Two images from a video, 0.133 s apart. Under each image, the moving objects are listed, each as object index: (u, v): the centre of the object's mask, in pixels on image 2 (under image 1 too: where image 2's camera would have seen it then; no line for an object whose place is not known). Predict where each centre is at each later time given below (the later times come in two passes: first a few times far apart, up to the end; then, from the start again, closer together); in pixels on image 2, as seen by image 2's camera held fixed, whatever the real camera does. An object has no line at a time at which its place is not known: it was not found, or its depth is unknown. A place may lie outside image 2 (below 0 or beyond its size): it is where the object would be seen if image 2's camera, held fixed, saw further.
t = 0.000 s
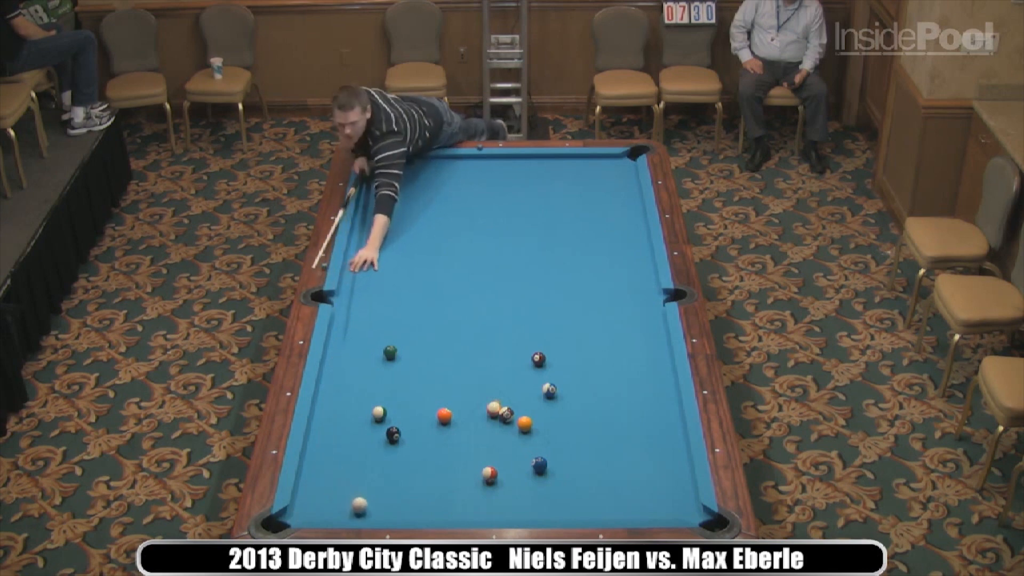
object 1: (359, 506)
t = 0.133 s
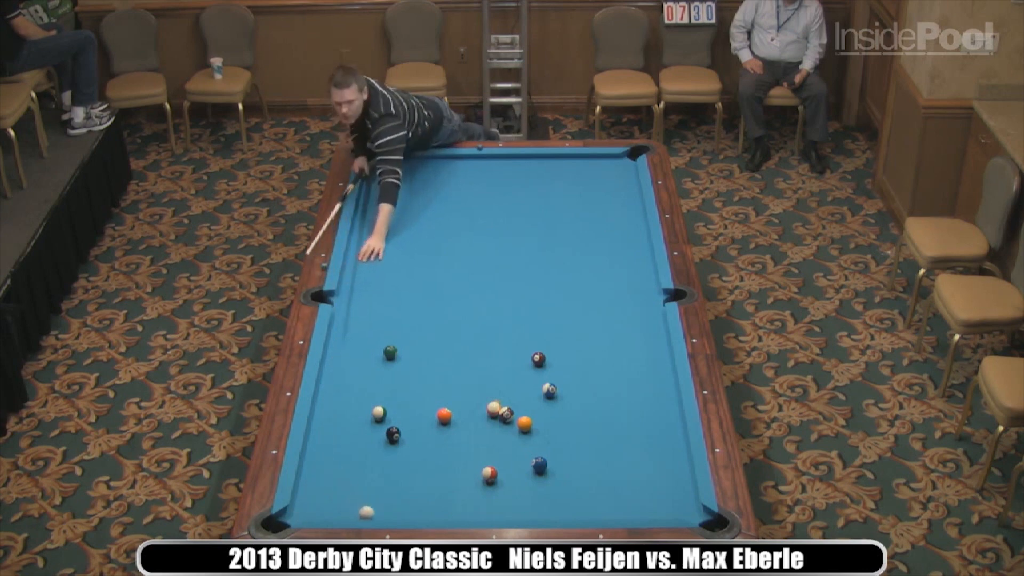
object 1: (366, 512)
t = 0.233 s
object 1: (370, 512)
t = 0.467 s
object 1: (377, 507)
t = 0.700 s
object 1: (383, 501)
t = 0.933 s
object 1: (389, 494)
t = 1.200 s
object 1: (394, 488)
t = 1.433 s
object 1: (398, 484)
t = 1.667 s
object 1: (401, 481)
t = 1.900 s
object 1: (403, 478)
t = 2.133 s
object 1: (405, 475)
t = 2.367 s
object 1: (406, 474)
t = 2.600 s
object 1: (407, 473)
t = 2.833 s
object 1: (407, 473)
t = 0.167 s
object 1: (368, 513)
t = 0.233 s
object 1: (370, 512)
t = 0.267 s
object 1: (371, 511)
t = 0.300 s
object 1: (372, 511)
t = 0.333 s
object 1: (373, 510)
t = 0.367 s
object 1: (374, 510)
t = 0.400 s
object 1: (375, 509)
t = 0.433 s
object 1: (376, 508)
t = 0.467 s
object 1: (377, 507)
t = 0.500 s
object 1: (378, 507)
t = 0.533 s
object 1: (378, 506)
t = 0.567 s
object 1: (379, 504)
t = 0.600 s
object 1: (380, 503)
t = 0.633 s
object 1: (381, 502)
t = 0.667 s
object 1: (382, 501)
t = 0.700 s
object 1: (383, 501)
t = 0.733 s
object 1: (384, 500)
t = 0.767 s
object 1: (385, 499)
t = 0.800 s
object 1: (386, 498)
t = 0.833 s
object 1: (387, 497)
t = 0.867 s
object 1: (387, 496)
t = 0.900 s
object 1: (388, 495)
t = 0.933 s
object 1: (389, 494)
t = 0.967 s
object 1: (389, 493)
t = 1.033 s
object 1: (390, 492)
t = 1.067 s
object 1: (392, 491)
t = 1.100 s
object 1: (392, 490)
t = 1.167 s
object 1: (394, 489)
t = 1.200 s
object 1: (394, 488)
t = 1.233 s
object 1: (395, 488)
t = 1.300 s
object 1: (396, 486)
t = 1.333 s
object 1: (397, 485)
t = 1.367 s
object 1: (397, 485)
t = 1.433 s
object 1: (398, 484)
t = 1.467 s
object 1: (399, 483)
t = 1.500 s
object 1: (399, 483)
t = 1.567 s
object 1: (400, 482)
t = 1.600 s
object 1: (400, 481)
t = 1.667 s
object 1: (401, 481)
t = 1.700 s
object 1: (401, 480)
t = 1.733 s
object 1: (401, 480)
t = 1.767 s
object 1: (402, 479)
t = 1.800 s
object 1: (402, 479)
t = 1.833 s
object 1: (403, 478)
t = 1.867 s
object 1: (403, 478)
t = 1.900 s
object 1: (403, 478)
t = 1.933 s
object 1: (404, 477)
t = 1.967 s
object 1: (404, 477)
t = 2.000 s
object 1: (404, 477)
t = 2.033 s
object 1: (404, 476)
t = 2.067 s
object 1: (404, 476)
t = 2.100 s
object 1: (405, 476)
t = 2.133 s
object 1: (405, 475)
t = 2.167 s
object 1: (405, 475)
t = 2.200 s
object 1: (405, 475)
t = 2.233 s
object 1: (406, 475)
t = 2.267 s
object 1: (406, 475)
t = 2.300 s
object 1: (406, 474)
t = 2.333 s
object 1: (406, 474)
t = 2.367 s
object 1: (406, 474)
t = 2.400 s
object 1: (407, 474)
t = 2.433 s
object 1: (407, 474)
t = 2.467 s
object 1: (407, 474)
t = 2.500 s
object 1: (407, 474)
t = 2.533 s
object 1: (407, 474)
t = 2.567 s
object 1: (407, 473)
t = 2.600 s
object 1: (407, 473)
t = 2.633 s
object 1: (407, 473)
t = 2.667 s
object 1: (407, 473)
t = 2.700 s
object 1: (407, 473)
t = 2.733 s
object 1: (407, 473)
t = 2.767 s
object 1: (407, 473)
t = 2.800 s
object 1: (407, 473)
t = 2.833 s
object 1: (407, 473)
